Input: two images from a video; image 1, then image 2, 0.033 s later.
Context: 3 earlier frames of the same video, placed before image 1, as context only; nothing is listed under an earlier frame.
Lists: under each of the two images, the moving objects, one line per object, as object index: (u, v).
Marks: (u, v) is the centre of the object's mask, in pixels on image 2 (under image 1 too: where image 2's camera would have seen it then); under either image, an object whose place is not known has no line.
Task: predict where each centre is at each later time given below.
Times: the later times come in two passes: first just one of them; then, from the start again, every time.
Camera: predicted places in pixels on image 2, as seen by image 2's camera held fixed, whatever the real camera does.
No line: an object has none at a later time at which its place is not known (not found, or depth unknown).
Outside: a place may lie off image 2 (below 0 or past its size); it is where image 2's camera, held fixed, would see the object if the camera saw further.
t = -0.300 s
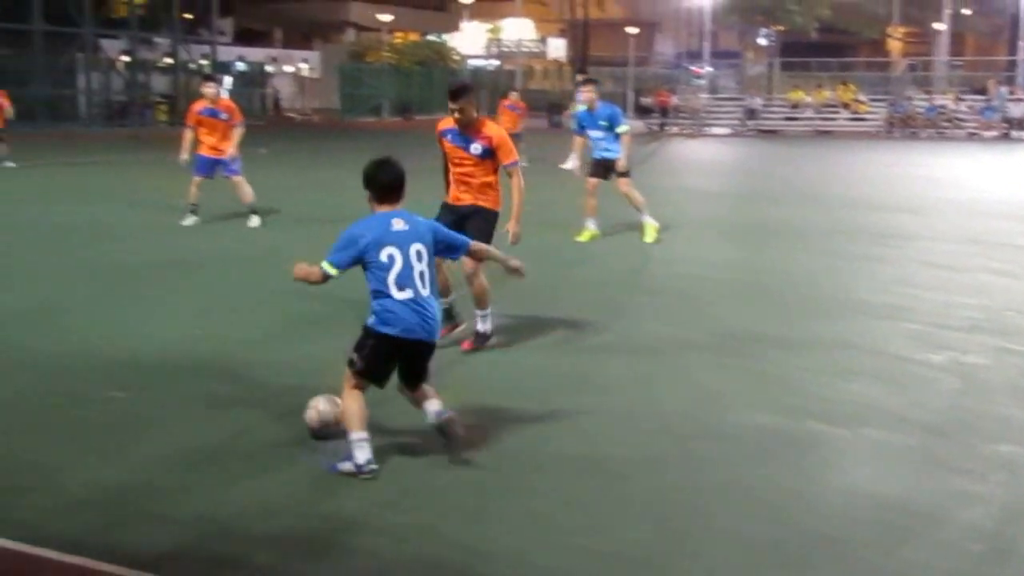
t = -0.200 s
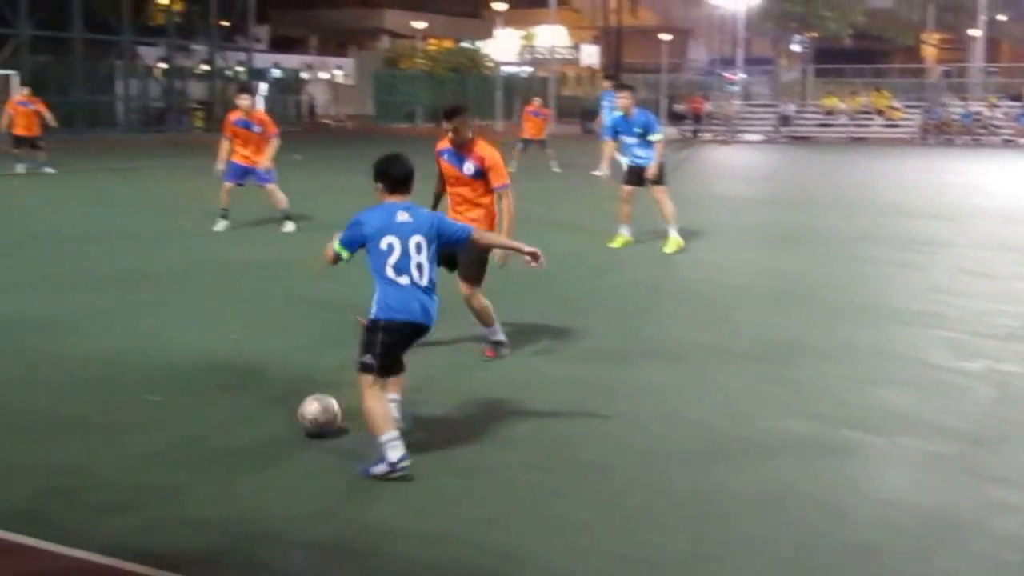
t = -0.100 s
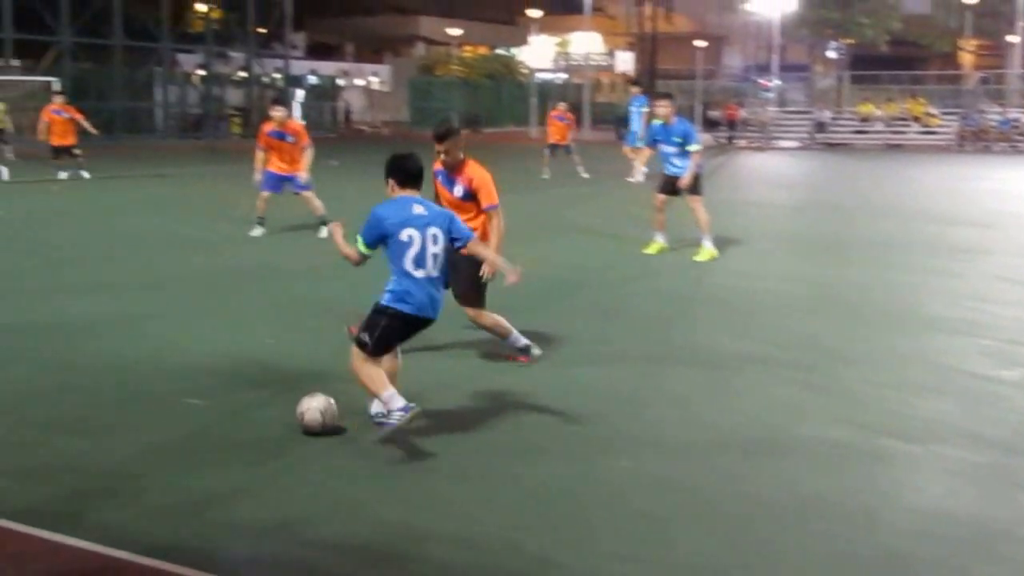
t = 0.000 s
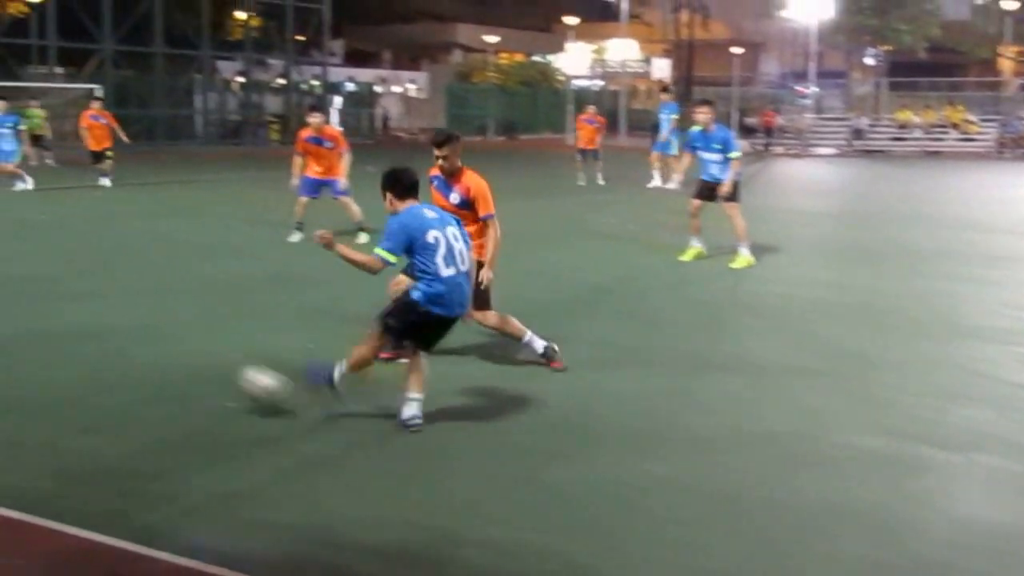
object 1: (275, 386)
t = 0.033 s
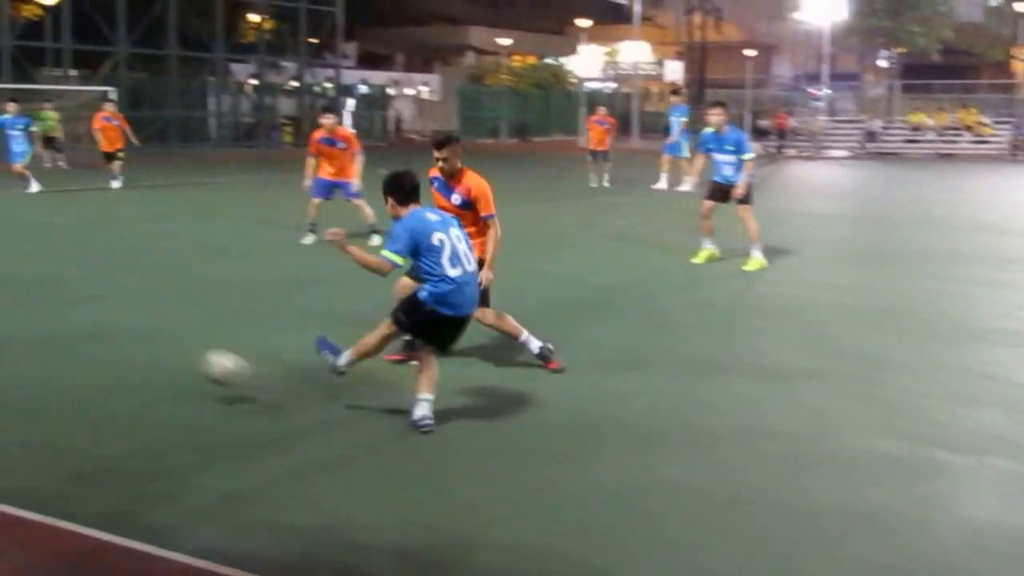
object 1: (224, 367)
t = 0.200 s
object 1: (22, 317)
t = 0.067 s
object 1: (176, 351)
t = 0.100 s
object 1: (132, 339)
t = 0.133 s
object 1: (93, 329)
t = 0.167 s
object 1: (56, 322)
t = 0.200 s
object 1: (22, 317)
